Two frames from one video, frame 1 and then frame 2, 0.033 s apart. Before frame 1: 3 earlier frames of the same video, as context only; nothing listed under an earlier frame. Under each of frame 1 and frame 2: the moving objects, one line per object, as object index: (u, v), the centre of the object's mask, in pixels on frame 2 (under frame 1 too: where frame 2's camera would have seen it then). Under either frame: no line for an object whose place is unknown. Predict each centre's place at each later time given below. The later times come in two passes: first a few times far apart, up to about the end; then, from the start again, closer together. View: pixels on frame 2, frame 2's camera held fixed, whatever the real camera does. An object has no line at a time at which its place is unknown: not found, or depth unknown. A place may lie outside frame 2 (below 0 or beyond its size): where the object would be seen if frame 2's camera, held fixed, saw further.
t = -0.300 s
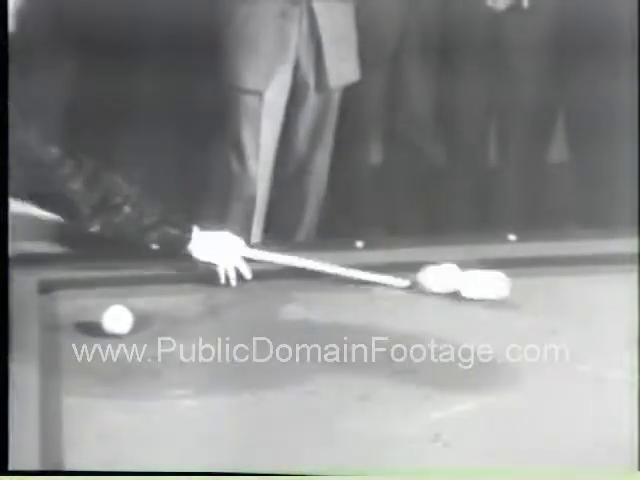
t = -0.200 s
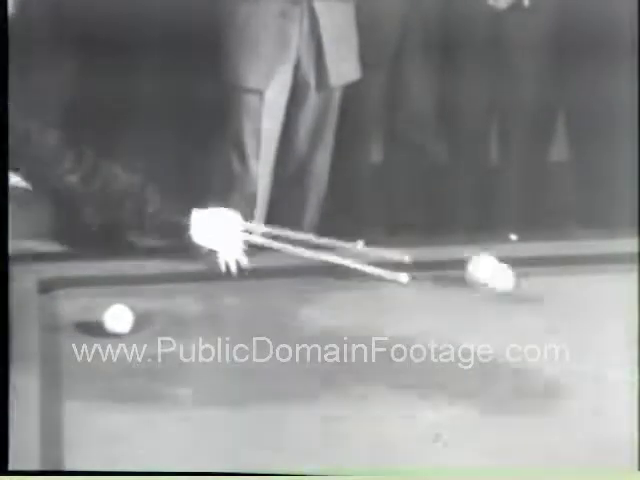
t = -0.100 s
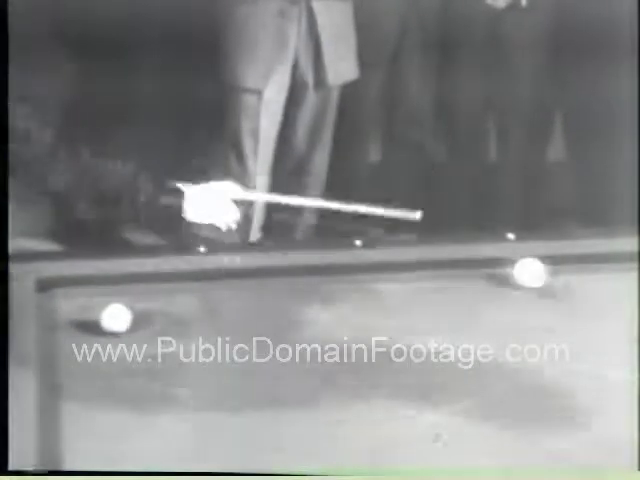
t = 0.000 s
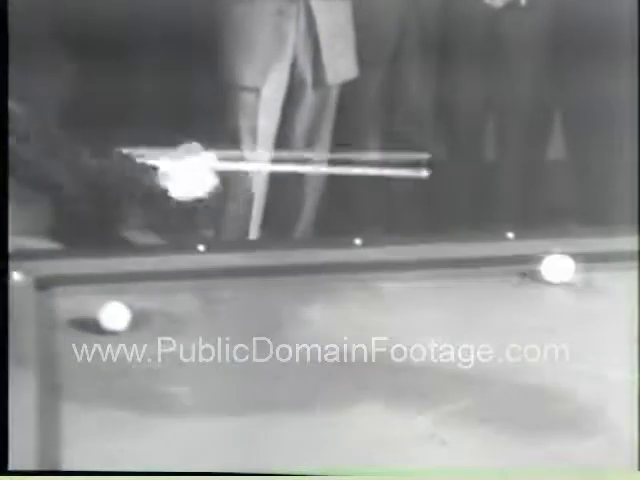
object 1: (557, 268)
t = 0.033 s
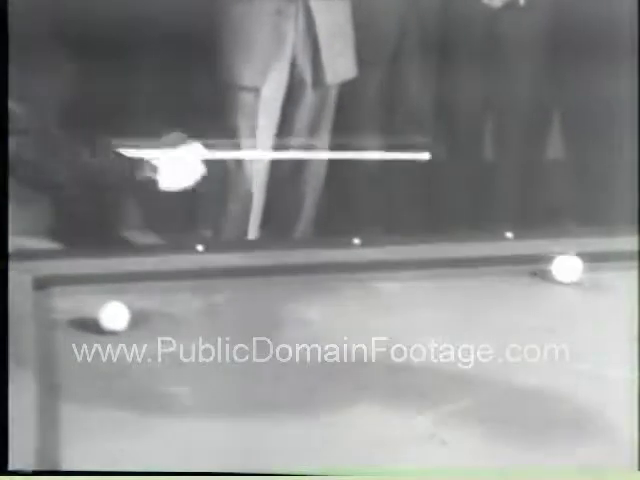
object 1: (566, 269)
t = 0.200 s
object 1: (592, 260)
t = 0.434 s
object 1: (574, 262)
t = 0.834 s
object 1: (456, 264)
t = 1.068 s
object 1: (390, 266)
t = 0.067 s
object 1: (575, 267)
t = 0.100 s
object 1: (580, 266)
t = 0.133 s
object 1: (585, 264)
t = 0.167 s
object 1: (589, 262)
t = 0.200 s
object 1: (592, 260)
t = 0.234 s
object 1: (593, 259)
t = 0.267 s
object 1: (593, 259)
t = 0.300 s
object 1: (592, 259)
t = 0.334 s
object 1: (590, 260)
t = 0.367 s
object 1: (585, 261)
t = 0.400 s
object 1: (579, 262)
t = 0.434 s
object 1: (574, 262)
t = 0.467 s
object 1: (565, 263)
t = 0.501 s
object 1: (555, 263)
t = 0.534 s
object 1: (547, 263)
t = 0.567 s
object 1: (534, 262)
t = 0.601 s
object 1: (526, 263)
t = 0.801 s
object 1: (466, 264)
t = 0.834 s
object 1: (456, 264)
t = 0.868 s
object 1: (447, 264)
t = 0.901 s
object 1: (436, 264)
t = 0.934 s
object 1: (428, 265)
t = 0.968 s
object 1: (418, 265)
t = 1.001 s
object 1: (408, 265)
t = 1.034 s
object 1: (401, 266)
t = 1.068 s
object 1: (390, 266)
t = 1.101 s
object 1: (382, 267)
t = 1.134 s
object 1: (372, 267)
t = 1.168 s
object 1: (361, 267)
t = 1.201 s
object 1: (354, 268)
